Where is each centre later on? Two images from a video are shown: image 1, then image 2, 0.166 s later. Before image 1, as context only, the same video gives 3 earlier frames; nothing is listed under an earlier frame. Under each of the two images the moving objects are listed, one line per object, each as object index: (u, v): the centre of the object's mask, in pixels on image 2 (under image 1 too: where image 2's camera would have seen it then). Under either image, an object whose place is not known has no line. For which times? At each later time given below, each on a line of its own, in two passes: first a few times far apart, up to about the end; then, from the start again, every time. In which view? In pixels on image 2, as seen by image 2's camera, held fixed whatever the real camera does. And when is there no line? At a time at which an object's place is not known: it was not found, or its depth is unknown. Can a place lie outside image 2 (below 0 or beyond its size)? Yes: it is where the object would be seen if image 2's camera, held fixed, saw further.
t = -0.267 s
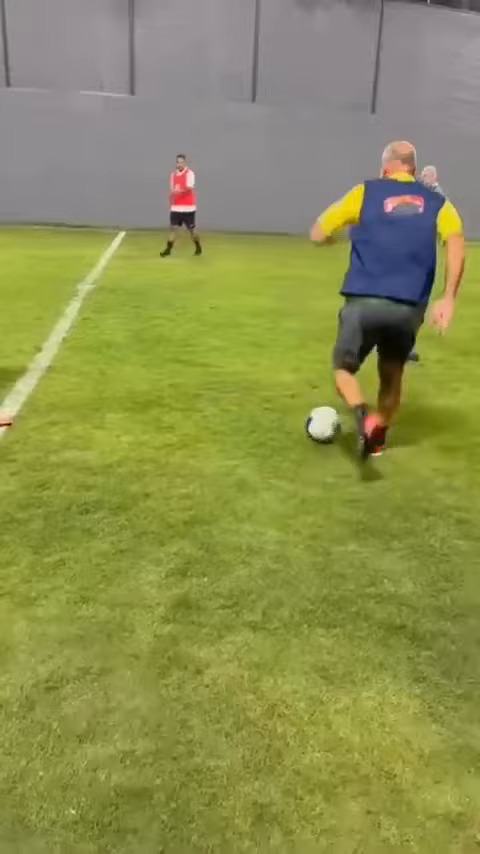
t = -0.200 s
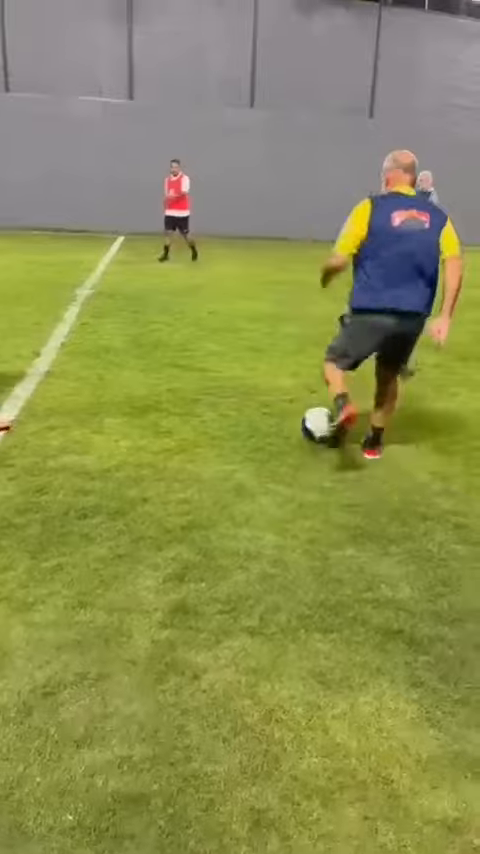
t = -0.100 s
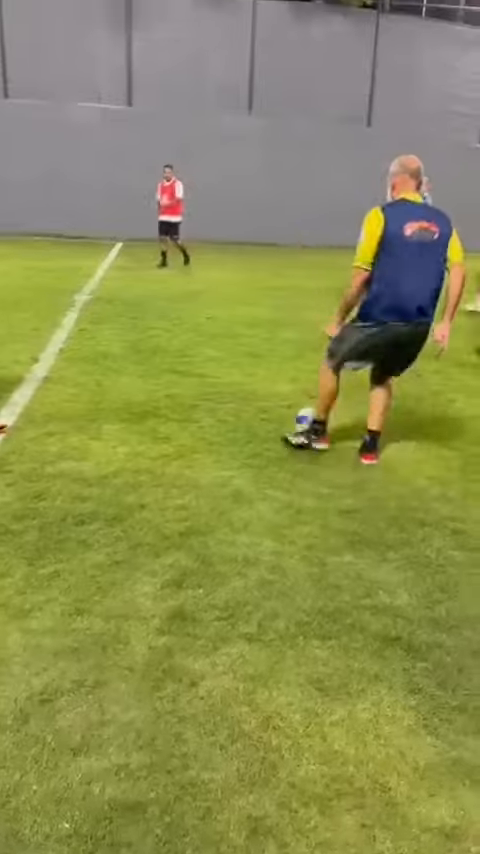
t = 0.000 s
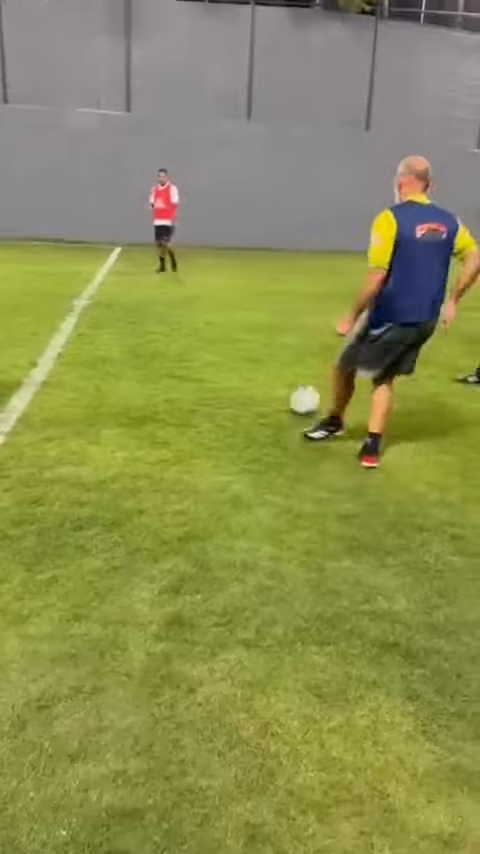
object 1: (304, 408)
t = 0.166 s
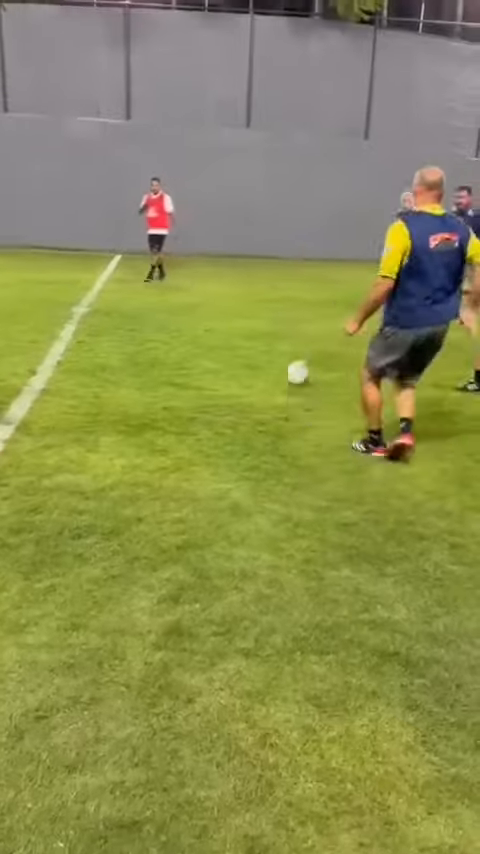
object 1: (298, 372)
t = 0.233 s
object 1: (298, 361)
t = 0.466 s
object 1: (292, 338)
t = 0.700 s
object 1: (286, 321)
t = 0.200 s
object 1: (298, 367)
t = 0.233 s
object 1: (298, 361)
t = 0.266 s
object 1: (297, 357)
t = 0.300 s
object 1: (296, 354)
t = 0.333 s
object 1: (294, 350)
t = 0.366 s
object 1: (294, 347)
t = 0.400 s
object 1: (293, 345)
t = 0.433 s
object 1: (294, 341)
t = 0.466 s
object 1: (292, 338)
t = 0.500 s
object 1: (291, 336)
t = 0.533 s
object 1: (290, 333)
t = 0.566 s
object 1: (290, 330)
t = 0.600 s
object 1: (290, 327)
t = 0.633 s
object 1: (289, 326)
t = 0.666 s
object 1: (288, 323)
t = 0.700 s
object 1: (286, 321)
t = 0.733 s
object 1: (287, 320)
